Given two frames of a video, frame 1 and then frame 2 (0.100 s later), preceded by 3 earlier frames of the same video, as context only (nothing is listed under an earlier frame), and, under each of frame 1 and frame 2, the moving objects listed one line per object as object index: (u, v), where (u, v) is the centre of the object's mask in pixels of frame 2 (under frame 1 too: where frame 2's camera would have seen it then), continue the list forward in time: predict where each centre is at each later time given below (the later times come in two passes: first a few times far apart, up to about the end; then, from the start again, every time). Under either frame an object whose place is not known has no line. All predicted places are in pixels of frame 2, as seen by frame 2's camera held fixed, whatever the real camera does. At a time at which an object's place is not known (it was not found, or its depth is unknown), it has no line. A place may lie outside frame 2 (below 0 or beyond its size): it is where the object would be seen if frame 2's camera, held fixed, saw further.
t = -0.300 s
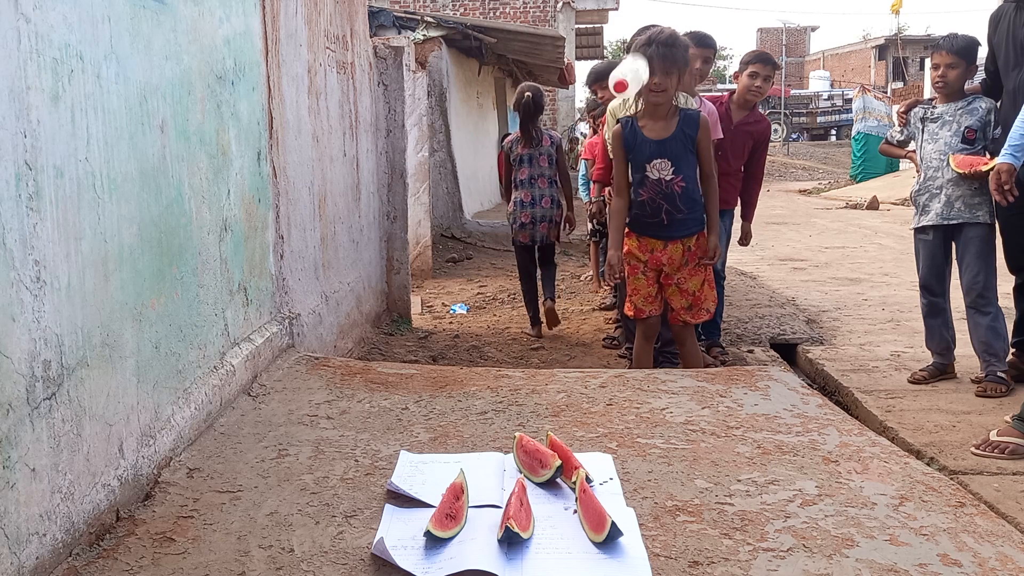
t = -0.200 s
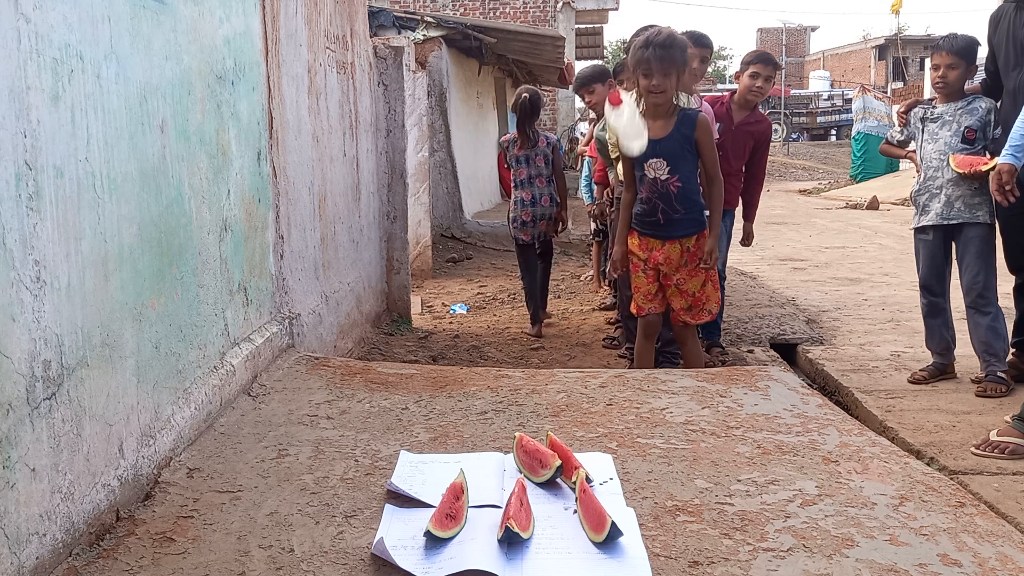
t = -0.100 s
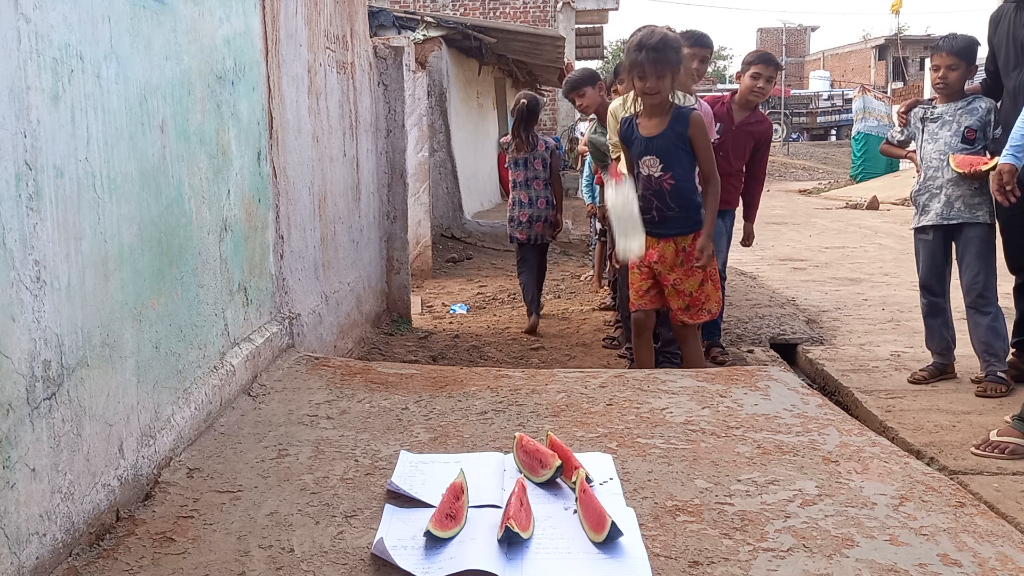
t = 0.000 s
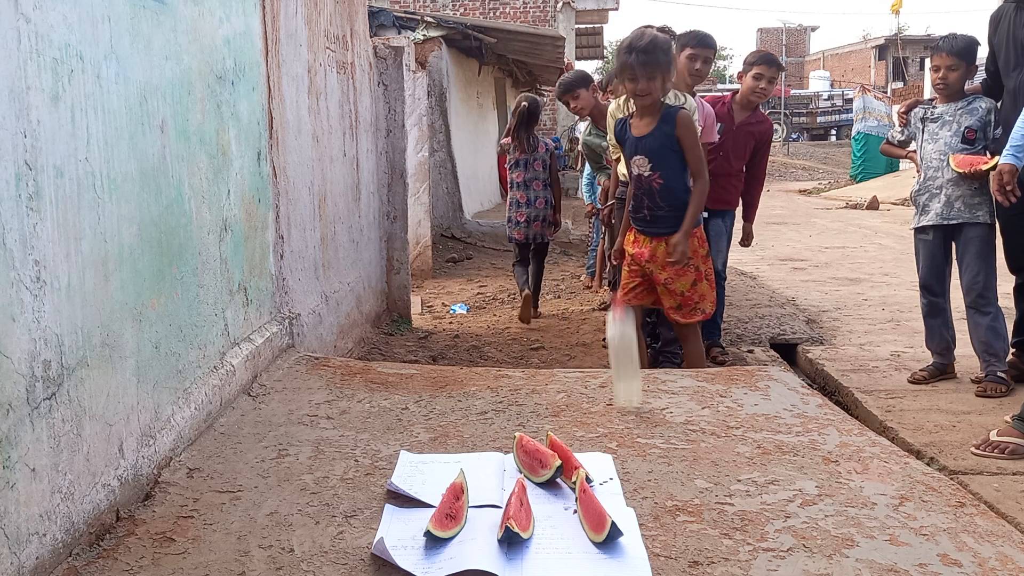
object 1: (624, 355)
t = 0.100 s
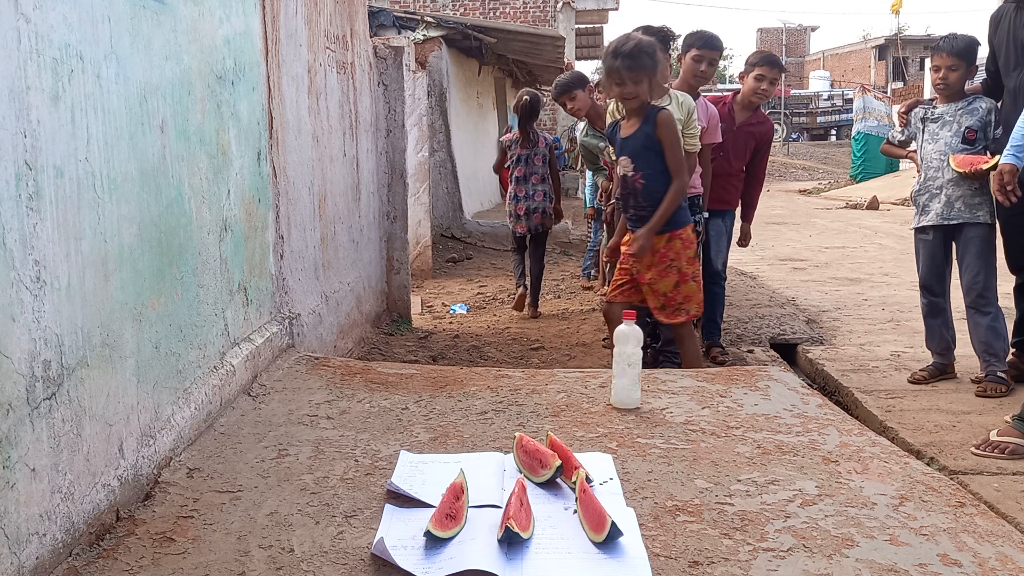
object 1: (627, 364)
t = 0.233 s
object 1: (635, 362)
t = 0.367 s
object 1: (644, 364)
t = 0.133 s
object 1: (629, 363)
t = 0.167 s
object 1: (631, 363)
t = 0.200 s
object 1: (633, 362)
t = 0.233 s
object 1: (635, 362)
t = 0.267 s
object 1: (638, 363)
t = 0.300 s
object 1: (640, 363)
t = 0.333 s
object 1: (642, 363)
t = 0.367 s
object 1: (644, 364)
